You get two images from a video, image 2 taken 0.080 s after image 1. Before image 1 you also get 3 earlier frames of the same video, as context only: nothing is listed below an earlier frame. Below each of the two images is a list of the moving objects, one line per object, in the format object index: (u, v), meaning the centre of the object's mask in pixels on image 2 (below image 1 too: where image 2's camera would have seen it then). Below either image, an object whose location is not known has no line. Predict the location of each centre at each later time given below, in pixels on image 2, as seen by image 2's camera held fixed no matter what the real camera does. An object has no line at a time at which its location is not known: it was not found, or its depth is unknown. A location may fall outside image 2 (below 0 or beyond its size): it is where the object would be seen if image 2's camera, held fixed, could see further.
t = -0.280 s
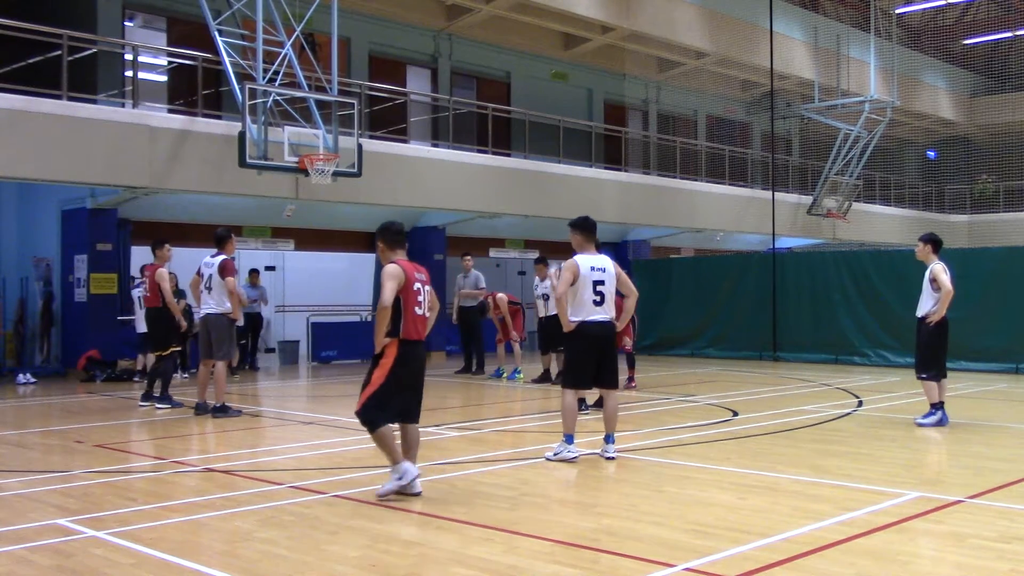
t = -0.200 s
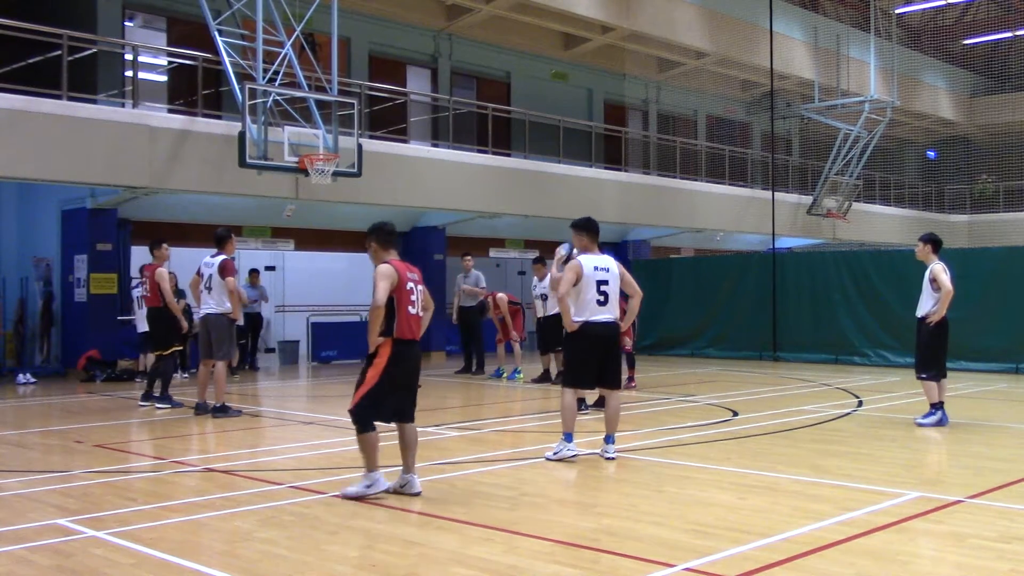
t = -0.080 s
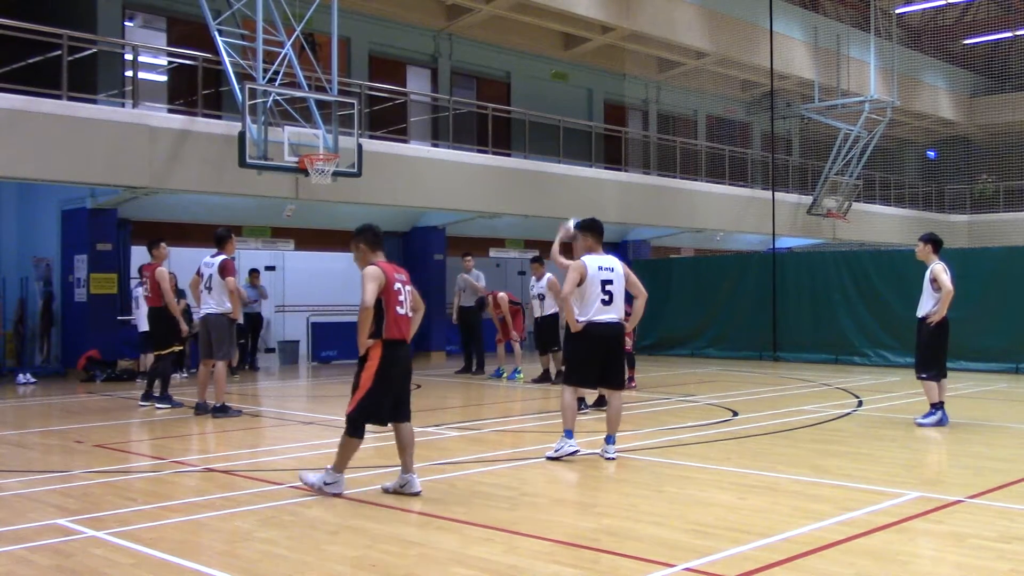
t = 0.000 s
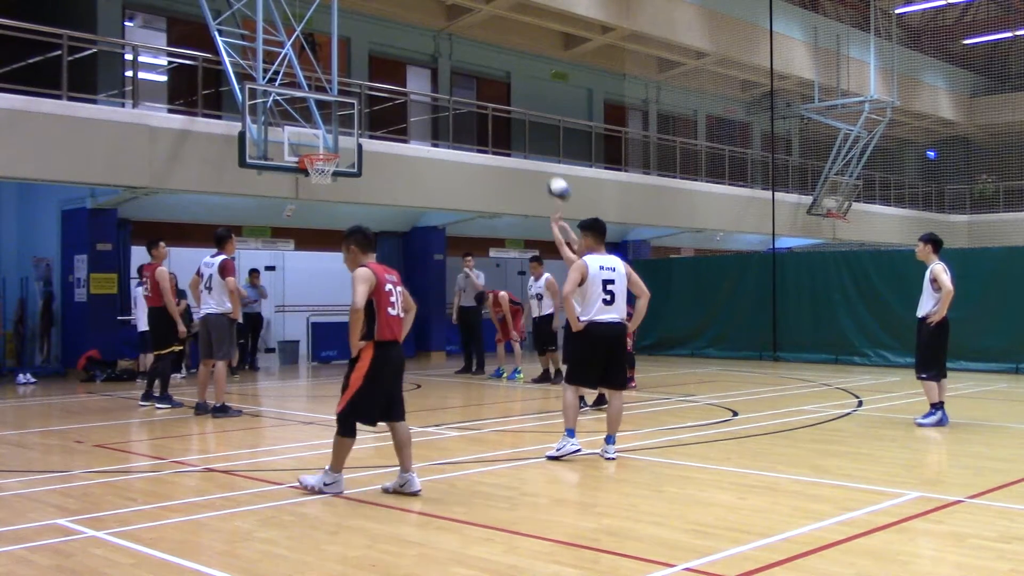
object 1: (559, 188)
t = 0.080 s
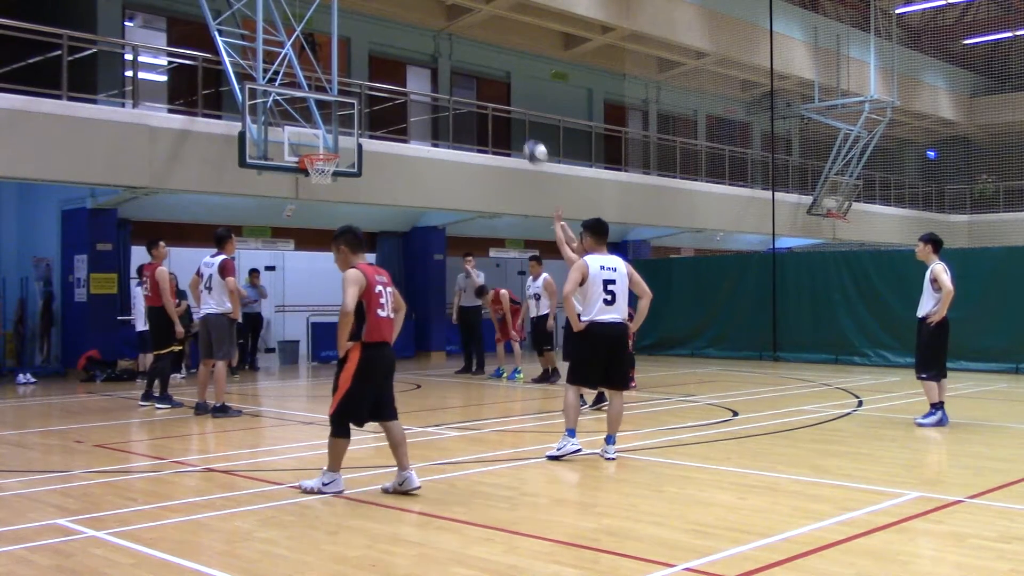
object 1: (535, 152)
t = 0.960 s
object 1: (331, 113)
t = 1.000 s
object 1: (323, 125)
